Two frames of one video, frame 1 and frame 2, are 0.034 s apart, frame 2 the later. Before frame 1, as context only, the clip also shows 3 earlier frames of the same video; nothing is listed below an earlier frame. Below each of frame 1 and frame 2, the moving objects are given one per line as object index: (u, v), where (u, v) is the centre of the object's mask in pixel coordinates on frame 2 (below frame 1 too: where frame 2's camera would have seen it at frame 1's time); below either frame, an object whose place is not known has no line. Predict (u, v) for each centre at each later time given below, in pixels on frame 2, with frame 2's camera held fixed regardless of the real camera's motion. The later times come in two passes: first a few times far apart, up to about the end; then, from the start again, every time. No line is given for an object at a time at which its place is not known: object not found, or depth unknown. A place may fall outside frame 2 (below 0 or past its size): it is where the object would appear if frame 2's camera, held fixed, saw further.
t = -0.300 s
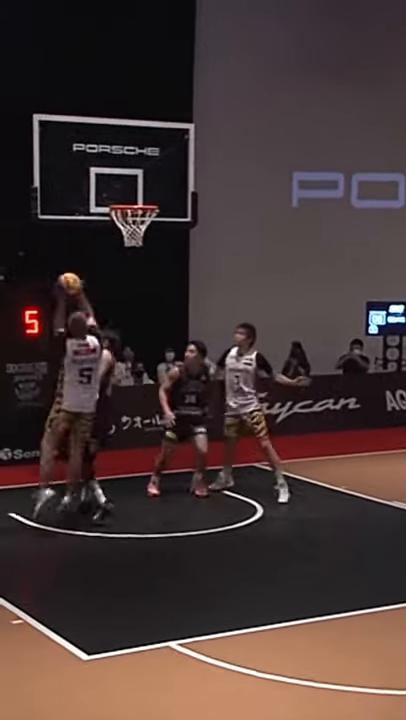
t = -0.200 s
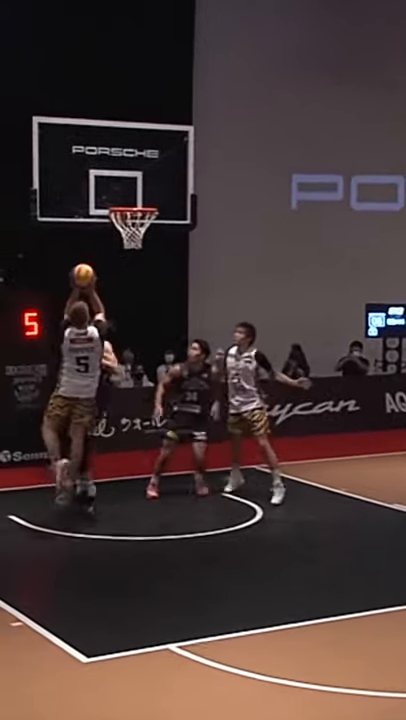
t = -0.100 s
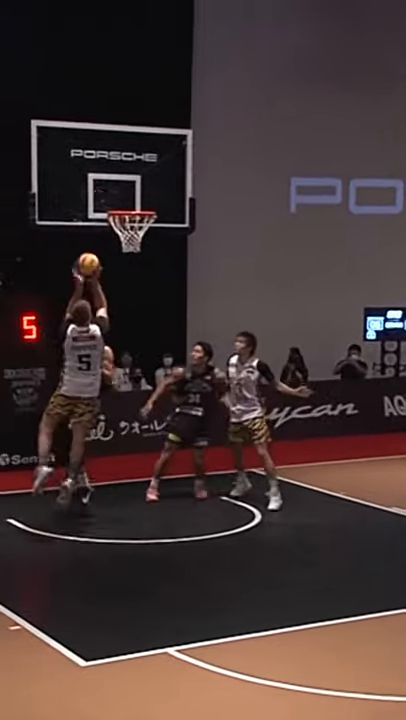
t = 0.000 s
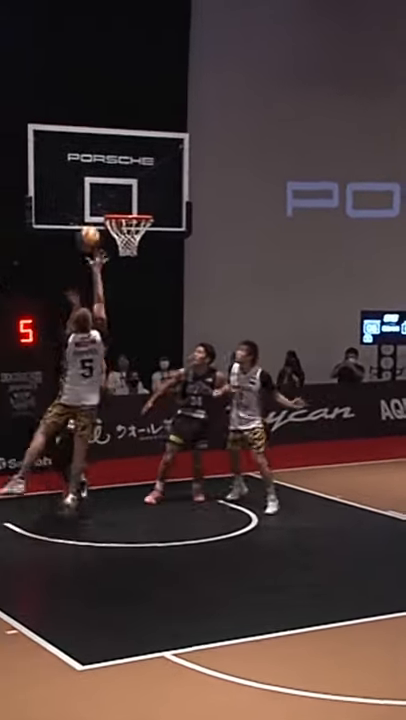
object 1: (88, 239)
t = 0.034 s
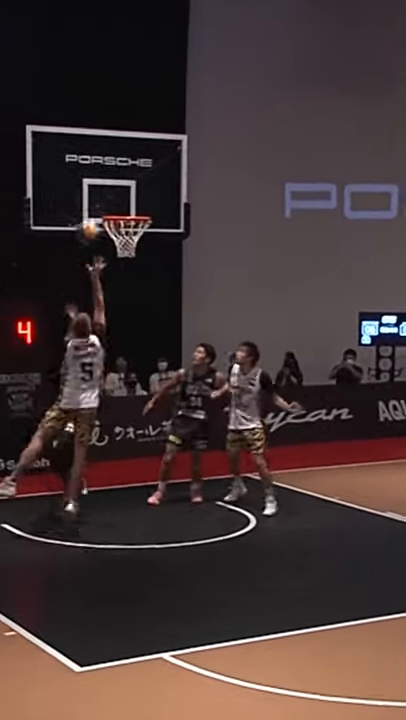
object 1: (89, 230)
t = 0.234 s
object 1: (92, 207)
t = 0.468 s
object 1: (103, 200)
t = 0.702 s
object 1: (119, 206)
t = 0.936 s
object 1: (132, 229)
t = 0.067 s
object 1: (89, 222)
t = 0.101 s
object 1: (89, 217)
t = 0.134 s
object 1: (91, 211)
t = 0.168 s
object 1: (91, 209)
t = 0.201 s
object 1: (91, 208)
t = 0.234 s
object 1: (92, 207)
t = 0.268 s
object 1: (93, 206)
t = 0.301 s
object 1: (98, 207)
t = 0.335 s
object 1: (100, 204)
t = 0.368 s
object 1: (101, 202)
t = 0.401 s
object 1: (101, 201)
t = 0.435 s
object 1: (103, 199)
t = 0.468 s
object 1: (103, 200)
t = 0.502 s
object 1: (105, 200)
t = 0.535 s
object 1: (107, 201)
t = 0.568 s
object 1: (108, 204)
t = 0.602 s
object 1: (109, 206)
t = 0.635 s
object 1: (113, 206)
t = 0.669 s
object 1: (117, 206)
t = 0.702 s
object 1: (119, 206)
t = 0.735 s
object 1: (125, 208)
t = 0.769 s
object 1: (128, 210)
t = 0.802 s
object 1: (131, 213)
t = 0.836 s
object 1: (132, 214)
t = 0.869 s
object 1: (134, 227)
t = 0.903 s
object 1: (134, 230)
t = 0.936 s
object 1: (132, 229)
